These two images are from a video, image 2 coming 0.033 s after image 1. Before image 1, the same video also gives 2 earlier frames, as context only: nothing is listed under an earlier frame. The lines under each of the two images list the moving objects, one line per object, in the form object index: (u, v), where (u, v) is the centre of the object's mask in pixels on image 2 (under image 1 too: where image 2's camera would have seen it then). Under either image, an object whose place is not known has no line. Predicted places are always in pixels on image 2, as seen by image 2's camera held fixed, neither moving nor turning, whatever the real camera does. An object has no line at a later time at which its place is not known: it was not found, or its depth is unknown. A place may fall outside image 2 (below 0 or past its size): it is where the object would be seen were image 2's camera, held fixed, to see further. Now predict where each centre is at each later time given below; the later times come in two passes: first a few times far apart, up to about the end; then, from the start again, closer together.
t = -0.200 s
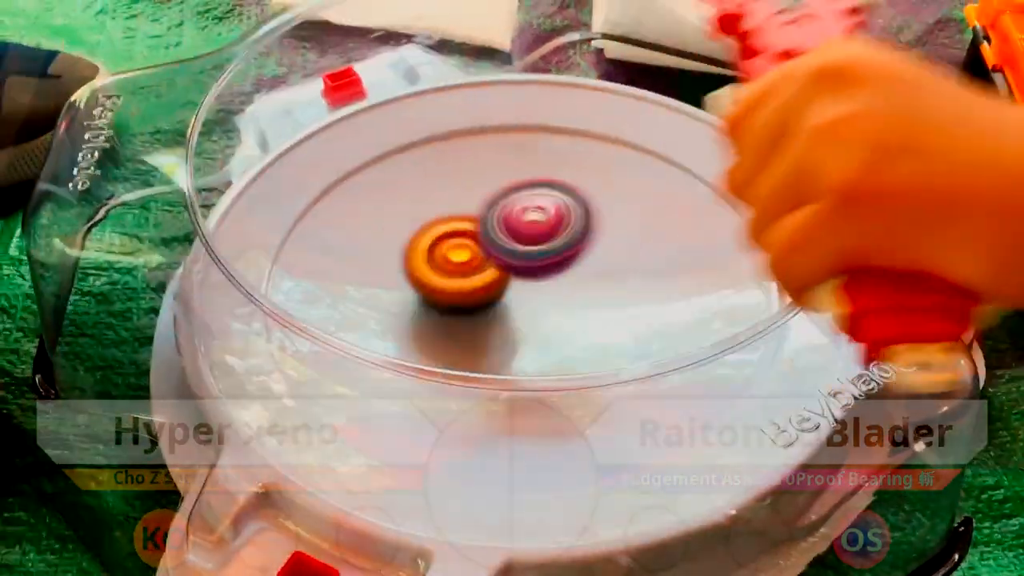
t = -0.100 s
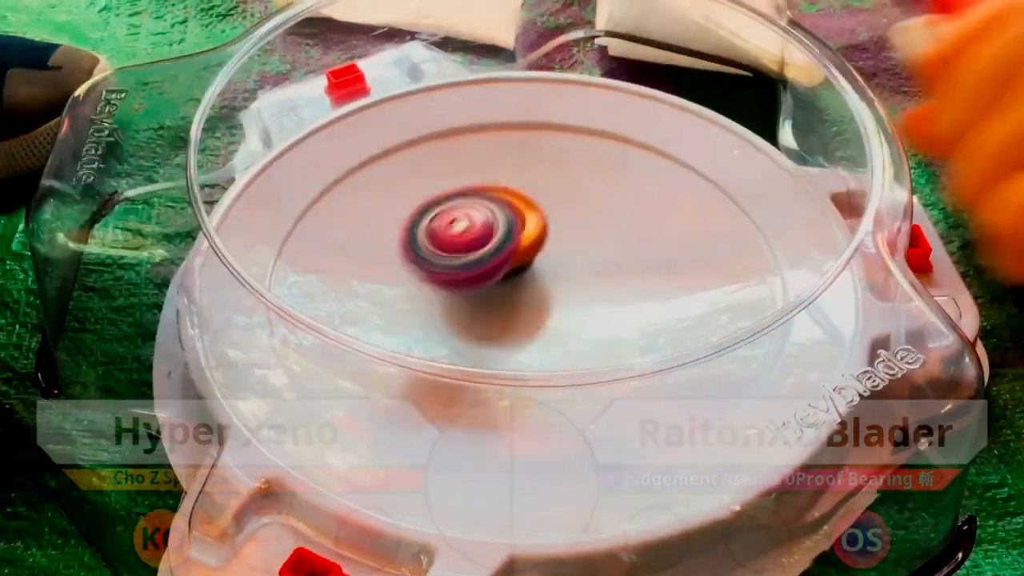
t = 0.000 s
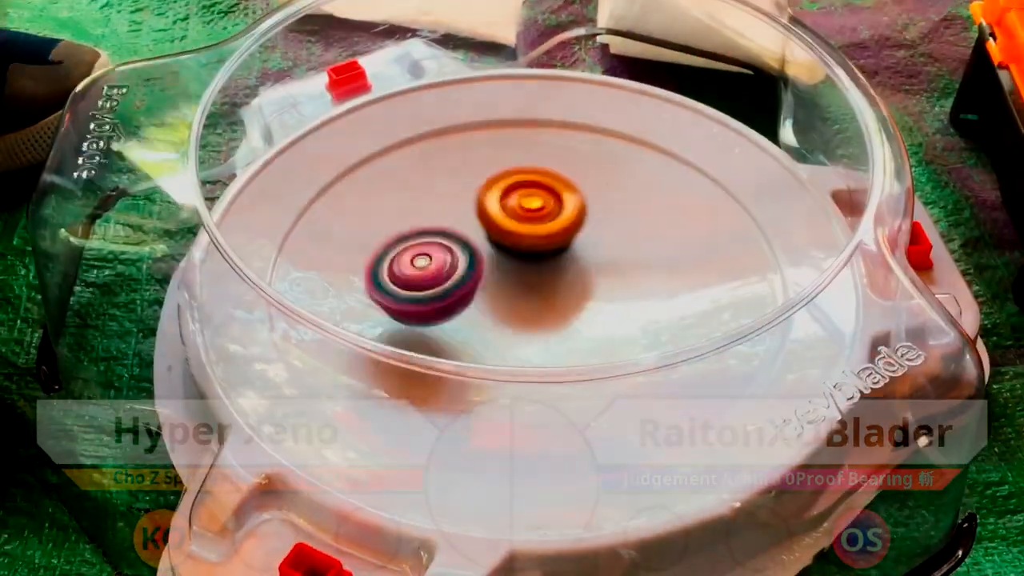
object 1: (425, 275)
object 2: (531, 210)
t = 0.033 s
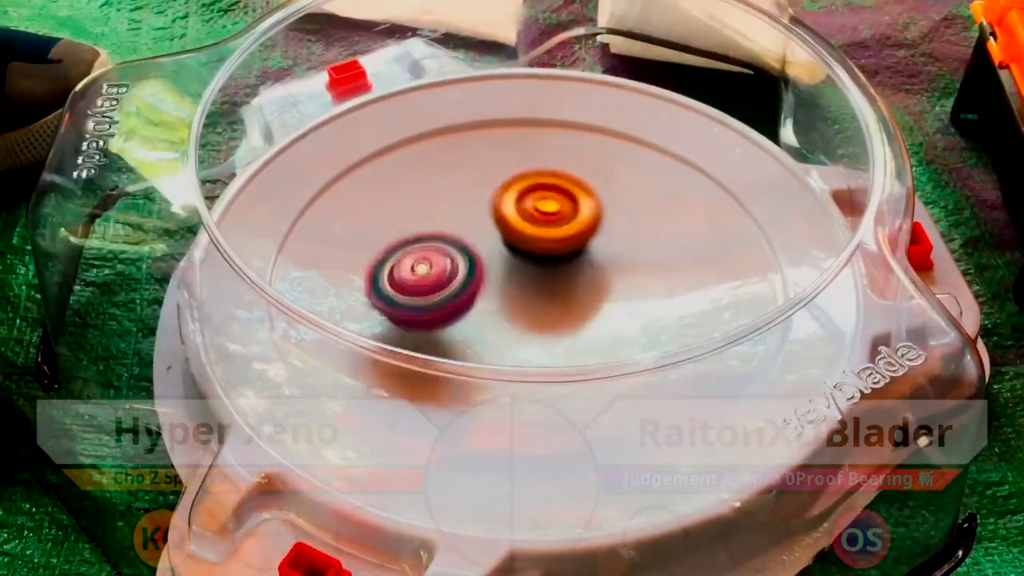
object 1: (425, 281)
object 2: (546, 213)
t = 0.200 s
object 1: (488, 295)
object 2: (614, 290)
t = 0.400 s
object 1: (503, 328)
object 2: (621, 396)
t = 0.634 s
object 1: (514, 323)
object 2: (497, 423)
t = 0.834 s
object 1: (555, 302)
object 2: (405, 301)
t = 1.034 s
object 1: (572, 288)
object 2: (478, 160)
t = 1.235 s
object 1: (514, 263)
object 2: (670, 152)
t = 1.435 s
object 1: (453, 271)
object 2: (749, 336)
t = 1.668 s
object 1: (526, 311)
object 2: (385, 367)
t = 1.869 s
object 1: (598, 271)
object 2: (366, 167)
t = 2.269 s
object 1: (446, 240)
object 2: (545, 437)
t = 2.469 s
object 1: (498, 318)
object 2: (226, 263)
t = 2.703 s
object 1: (609, 266)
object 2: (408, 152)
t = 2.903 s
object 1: (665, 245)
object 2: (551, 150)
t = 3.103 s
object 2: (580, 188)
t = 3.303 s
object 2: (540, 229)
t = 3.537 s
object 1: (595, 283)
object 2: (487, 213)
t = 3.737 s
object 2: (488, 209)
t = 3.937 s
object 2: (481, 237)
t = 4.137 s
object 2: (460, 252)
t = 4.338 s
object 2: (445, 193)
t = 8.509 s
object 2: (413, 261)
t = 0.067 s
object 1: (431, 289)
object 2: (563, 222)
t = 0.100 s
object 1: (443, 286)
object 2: (581, 235)
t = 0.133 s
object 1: (458, 289)
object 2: (597, 253)
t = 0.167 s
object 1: (475, 291)
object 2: (607, 271)
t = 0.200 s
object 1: (488, 295)
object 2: (614, 290)
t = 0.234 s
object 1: (490, 302)
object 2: (628, 306)
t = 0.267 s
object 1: (494, 311)
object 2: (631, 319)
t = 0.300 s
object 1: (502, 318)
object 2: (628, 343)
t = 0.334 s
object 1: (505, 323)
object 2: (628, 359)
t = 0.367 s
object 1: (507, 327)
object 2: (623, 377)
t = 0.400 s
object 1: (503, 328)
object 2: (621, 396)
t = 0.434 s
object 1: (495, 326)
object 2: (619, 421)
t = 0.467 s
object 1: (490, 325)
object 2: (606, 425)
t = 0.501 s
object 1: (489, 324)
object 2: (587, 429)
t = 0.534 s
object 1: (490, 325)
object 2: (566, 431)
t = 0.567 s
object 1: (495, 325)
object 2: (544, 431)
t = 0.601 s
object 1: (502, 324)
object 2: (520, 428)
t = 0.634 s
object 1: (514, 323)
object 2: (497, 423)
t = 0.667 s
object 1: (526, 320)
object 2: (471, 416)
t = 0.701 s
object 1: (537, 319)
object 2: (444, 406)
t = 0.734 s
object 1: (545, 315)
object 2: (428, 377)
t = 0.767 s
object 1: (552, 311)
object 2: (412, 353)
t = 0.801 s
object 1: (555, 307)
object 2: (407, 316)
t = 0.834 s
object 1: (555, 302)
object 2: (405, 301)
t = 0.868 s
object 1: (551, 295)
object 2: (414, 276)
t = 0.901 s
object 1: (544, 290)
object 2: (432, 253)
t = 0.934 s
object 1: (555, 290)
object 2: (436, 227)
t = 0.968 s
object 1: (566, 290)
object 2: (444, 202)
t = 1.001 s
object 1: (571, 289)
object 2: (457, 179)
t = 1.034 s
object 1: (572, 288)
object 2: (478, 160)
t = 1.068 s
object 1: (569, 286)
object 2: (505, 145)
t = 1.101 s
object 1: (561, 282)
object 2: (535, 135)
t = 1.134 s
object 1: (550, 276)
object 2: (567, 131)
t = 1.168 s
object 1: (539, 271)
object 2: (601, 132)
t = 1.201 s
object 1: (527, 266)
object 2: (635, 138)
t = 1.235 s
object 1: (514, 263)
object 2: (670, 152)
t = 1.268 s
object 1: (499, 261)
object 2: (703, 172)
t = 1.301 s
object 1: (486, 261)
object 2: (732, 197)
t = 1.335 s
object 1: (474, 262)
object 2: (753, 227)
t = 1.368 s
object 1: (463, 264)
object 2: (762, 259)
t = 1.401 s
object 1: (455, 267)
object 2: (761, 295)
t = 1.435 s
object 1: (453, 271)
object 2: (749, 336)
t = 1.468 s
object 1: (454, 277)
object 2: (718, 363)
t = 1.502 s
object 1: (458, 283)
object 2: (673, 395)
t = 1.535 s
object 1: (465, 290)
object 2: (616, 416)
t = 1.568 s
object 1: (476, 298)
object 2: (549, 421)
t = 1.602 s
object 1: (491, 303)
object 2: (487, 415)
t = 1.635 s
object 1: (508, 309)
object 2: (434, 390)
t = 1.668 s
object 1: (526, 311)
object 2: (385, 367)
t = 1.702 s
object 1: (546, 309)
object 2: (355, 334)
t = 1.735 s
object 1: (565, 304)
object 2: (331, 300)
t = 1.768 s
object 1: (579, 297)
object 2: (320, 264)
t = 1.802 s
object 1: (590, 290)
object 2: (322, 227)
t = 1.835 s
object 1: (597, 280)
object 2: (338, 196)
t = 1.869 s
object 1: (598, 271)
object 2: (366, 167)
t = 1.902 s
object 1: (594, 261)
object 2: (403, 144)
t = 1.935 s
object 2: (451, 132)
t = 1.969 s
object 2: (501, 125)
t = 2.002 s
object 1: (564, 235)
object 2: (556, 121)
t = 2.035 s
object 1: (549, 227)
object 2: (610, 133)
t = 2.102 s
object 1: (516, 218)
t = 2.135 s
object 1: (501, 216)
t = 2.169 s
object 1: (484, 216)
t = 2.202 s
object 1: (469, 221)
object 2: (712, 353)
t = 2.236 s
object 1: (456, 229)
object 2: (642, 405)
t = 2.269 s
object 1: (446, 240)
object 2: (545, 437)
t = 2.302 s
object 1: (442, 253)
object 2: (451, 429)
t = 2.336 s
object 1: (442, 268)
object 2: (367, 405)
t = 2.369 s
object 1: (450, 282)
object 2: (292, 382)
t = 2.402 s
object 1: (464, 296)
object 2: (249, 346)
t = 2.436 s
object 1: (479, 309)
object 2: (235, 304)
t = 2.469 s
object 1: (498, 318)
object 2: (226, 263)
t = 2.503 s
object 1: (519, 321)
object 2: (230, 226)
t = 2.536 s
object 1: (541, 321)
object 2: (244, 194)
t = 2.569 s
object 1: (562, 316)
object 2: (248, 168)
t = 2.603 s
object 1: (579, 307)
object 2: (279, 156)
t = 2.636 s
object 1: (594, 295)
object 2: (322, 153)
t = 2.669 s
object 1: (604, 282)
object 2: (365, 155)
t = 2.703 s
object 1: (609, 266)
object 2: (408, 152)
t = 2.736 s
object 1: (610, 250)
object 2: (449, 154)
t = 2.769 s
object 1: (608, 234)
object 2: (490, 159)
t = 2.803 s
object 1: (608, 225)
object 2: (524, 163)
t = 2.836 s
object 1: (633, 233)
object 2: (530, 153)
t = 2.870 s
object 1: (652, 240)
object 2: (539, 148)
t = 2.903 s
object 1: (665, 245)
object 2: (551, 150)
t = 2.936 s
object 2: (568, 157)
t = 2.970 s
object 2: (585, 168)
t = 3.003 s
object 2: (598, 180)
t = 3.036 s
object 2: (594, 180)
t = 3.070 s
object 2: (587, 183)
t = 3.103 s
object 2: (580, 188)
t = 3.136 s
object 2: (574, 194)
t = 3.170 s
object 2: (568, 202)
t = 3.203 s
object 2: (562, 211)
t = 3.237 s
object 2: (555, 219)
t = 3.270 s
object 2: (548, 225)
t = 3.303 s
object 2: (540, 229)
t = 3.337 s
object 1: (656, 269)
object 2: (533, 231)
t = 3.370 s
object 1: (649, 264)
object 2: (526, 230)
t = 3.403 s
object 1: (641, 262)
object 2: (518, 228)
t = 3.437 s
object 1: (631, 264)
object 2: (509, 224)
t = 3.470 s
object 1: (617, 269)
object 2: (500, 219)
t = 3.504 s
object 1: (606, 275)
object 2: (493, 215)
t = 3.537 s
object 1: (595, 283)
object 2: (487, 213)
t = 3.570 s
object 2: (484, 211)
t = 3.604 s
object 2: (484, 209)
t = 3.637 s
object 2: (486, 207)
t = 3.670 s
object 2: (488, 207)
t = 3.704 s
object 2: (487, 208)
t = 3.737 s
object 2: (488, 209)
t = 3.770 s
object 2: (489, 212)
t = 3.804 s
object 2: (489, 218)
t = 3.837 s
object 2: (487, 223)
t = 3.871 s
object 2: (485, 228)
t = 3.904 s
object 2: (484, 232)
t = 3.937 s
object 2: (481, 237)
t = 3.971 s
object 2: (478, 241)
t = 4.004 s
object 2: (473, 244)
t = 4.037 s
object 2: (469, 246)
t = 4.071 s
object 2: (466, 249)
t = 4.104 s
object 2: (463, 251)
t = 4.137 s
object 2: (460, 252)
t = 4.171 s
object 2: (449, 242)
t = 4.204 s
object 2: (433, 222)
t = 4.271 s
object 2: (427, 201)
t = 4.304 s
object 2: (433, 194)
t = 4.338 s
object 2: (445, 193)
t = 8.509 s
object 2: (413, 261)
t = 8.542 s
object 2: (413, 258)
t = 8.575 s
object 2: (415, 257)
